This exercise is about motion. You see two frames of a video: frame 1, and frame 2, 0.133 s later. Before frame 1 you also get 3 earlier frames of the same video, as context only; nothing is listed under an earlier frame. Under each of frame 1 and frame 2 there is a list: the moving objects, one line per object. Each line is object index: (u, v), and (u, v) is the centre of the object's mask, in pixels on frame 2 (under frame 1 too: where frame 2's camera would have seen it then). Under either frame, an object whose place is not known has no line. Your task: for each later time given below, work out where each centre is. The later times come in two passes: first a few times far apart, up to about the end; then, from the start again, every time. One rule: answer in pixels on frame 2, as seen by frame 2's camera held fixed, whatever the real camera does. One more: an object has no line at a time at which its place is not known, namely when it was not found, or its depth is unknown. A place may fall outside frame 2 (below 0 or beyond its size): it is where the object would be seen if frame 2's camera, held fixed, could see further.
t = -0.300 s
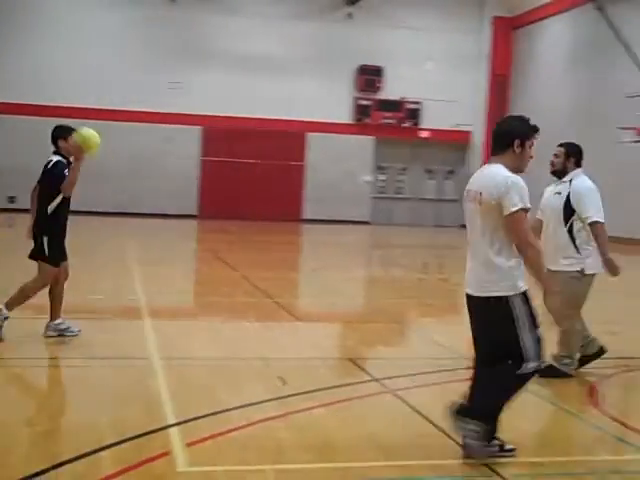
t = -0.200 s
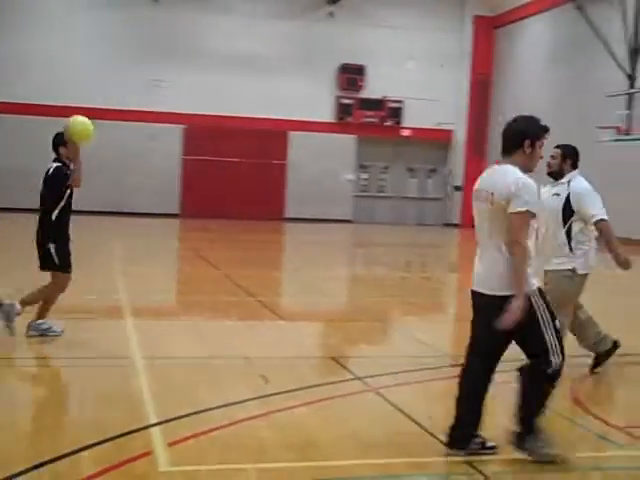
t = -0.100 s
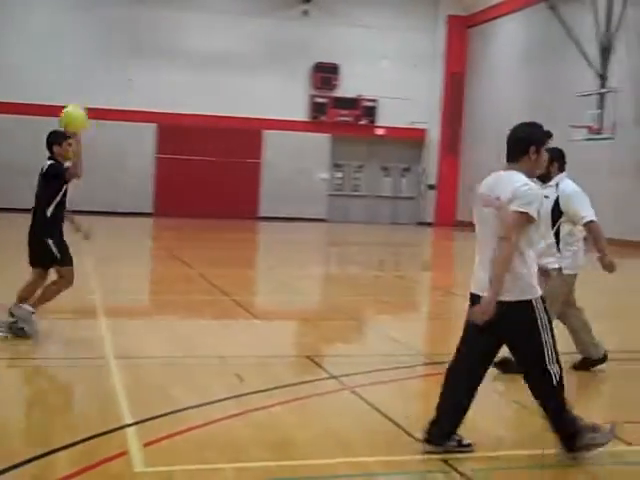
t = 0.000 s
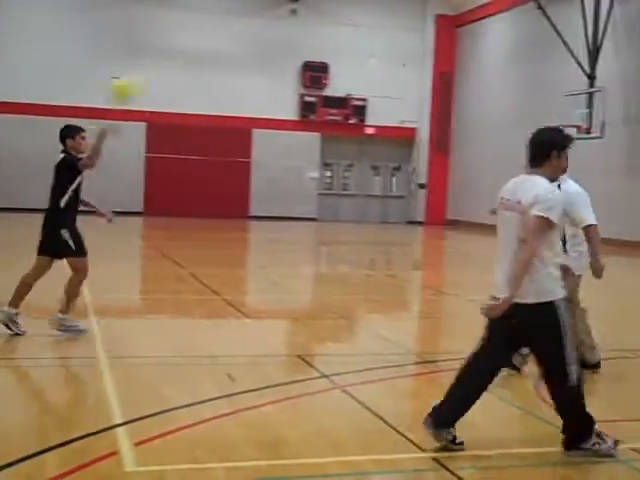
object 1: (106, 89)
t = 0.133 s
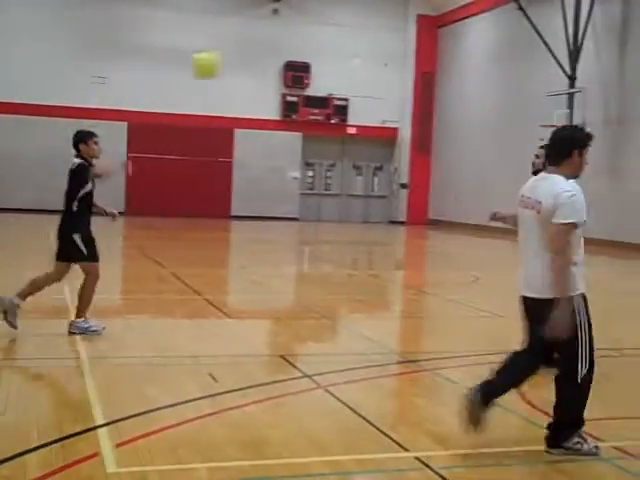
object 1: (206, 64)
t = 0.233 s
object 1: (276, 60)
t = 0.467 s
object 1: (443, 96)
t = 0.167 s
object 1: (226, 61)
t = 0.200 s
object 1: (252, 59)
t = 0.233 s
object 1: (276, 60)
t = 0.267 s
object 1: (301, 61)
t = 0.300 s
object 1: (327, 64)
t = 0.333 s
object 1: (351, 69)
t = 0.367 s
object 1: (374, 74)
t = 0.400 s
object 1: (402, 80)
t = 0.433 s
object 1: (423, 89)
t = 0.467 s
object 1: (443, 96)
